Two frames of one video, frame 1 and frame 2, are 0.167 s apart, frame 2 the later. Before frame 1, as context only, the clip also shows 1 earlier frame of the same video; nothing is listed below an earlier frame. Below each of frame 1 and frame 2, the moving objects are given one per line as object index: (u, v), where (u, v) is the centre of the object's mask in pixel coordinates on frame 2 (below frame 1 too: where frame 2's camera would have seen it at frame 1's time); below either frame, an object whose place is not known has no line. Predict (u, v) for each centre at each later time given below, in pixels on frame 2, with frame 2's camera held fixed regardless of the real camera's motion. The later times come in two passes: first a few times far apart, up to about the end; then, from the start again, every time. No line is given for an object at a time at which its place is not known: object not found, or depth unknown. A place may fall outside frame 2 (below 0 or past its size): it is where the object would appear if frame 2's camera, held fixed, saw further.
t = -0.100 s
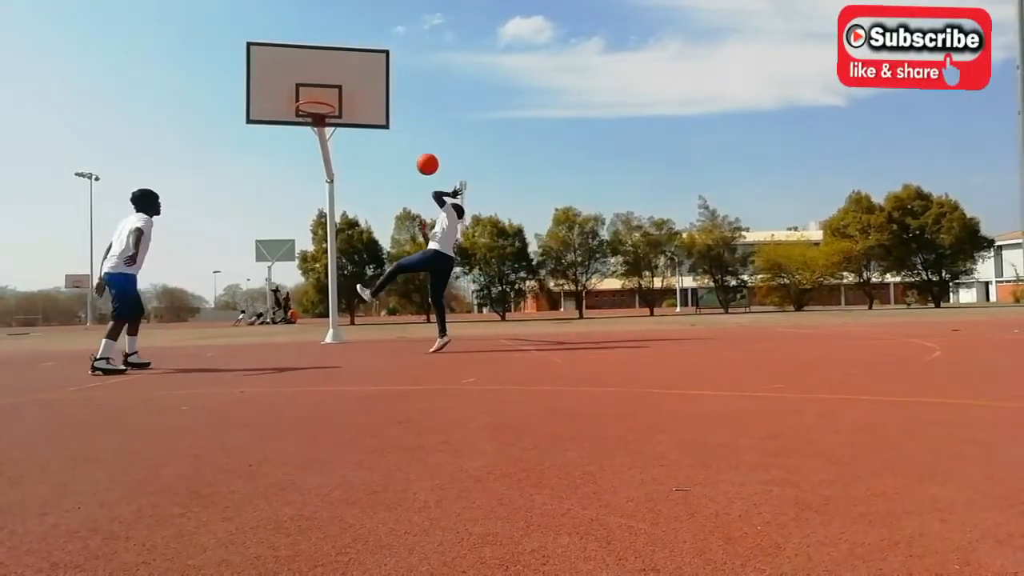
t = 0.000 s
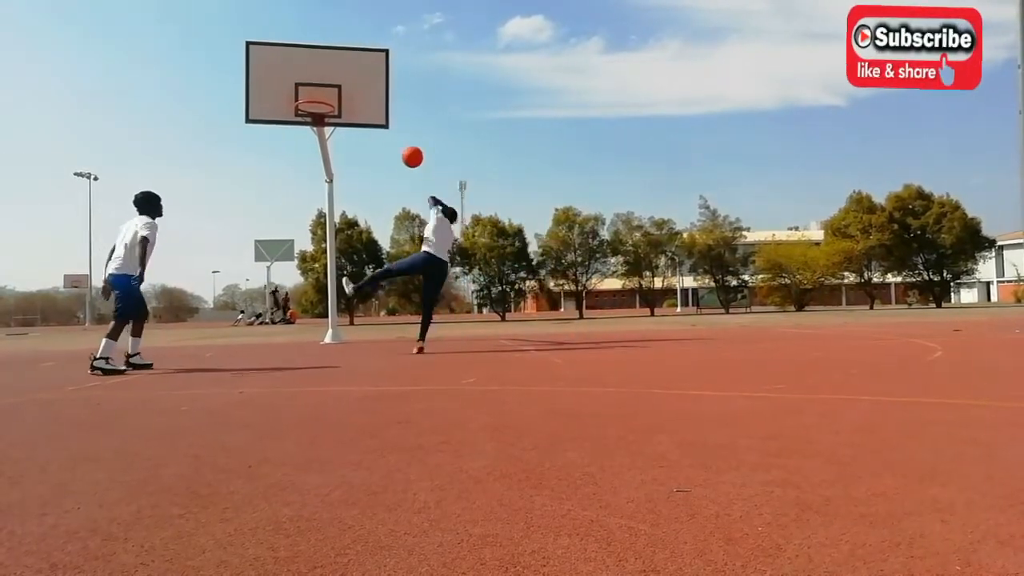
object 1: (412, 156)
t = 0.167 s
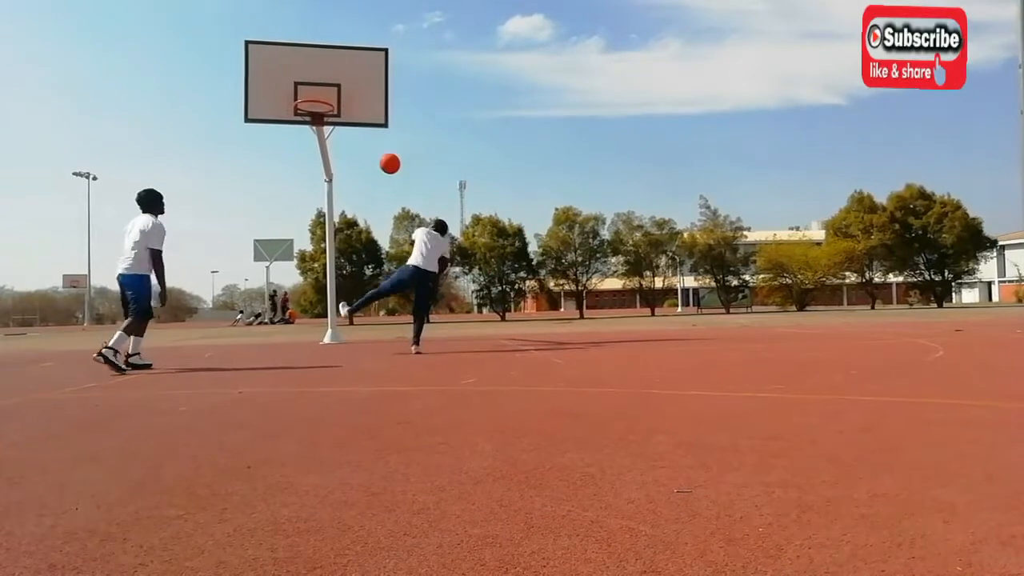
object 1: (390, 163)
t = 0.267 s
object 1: (377, 177)
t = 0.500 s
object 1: (350, 239)
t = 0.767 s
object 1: (324, 333)
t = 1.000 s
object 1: (305, 259)
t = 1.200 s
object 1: (285, 228)
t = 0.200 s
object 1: (385, 167)
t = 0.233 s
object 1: (381, 172)
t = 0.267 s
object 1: (377, 177)
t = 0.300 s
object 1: (373, 184)
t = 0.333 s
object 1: (369, 191)
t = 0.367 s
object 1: (365, 200)
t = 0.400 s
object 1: (361, 208)
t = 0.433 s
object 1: (358, 218)
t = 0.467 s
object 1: (354, 228)
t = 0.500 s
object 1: (350, 239)
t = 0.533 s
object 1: (347, 251)
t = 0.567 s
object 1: (344, 263)
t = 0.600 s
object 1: (341, 276)
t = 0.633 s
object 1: (337, 289)
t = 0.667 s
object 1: (335, 303)
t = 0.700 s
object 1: (330, 318)
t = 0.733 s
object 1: (327, 333)
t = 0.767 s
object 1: (324, 333)
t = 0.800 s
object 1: (321, 319)
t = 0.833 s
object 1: (320, 307)
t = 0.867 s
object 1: (317, 296)
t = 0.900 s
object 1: (315, 286)
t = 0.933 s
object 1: (311, 276)
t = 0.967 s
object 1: (308, 268)
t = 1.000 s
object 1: (305, 259)
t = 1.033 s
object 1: (301, 252)
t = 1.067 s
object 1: (297, 246)
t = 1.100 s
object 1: (294, 240)
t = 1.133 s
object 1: (291, 235)
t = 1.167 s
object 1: (288, 231)
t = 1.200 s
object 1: (285, 228)
